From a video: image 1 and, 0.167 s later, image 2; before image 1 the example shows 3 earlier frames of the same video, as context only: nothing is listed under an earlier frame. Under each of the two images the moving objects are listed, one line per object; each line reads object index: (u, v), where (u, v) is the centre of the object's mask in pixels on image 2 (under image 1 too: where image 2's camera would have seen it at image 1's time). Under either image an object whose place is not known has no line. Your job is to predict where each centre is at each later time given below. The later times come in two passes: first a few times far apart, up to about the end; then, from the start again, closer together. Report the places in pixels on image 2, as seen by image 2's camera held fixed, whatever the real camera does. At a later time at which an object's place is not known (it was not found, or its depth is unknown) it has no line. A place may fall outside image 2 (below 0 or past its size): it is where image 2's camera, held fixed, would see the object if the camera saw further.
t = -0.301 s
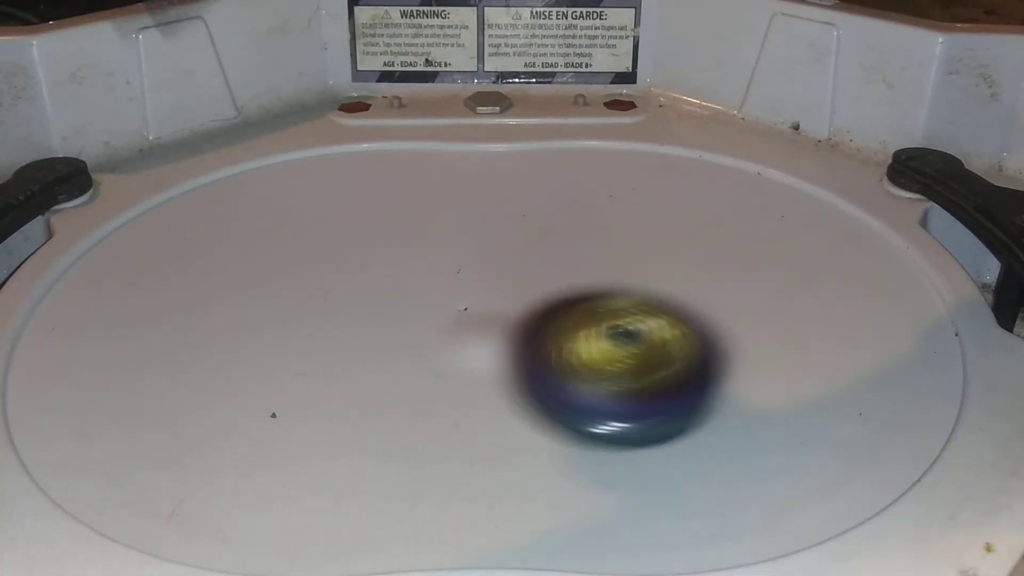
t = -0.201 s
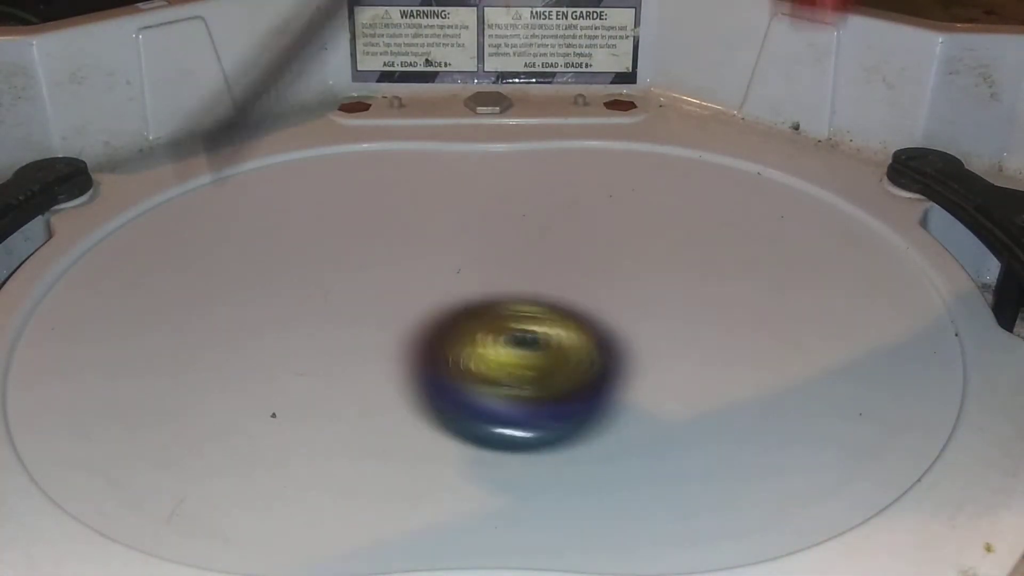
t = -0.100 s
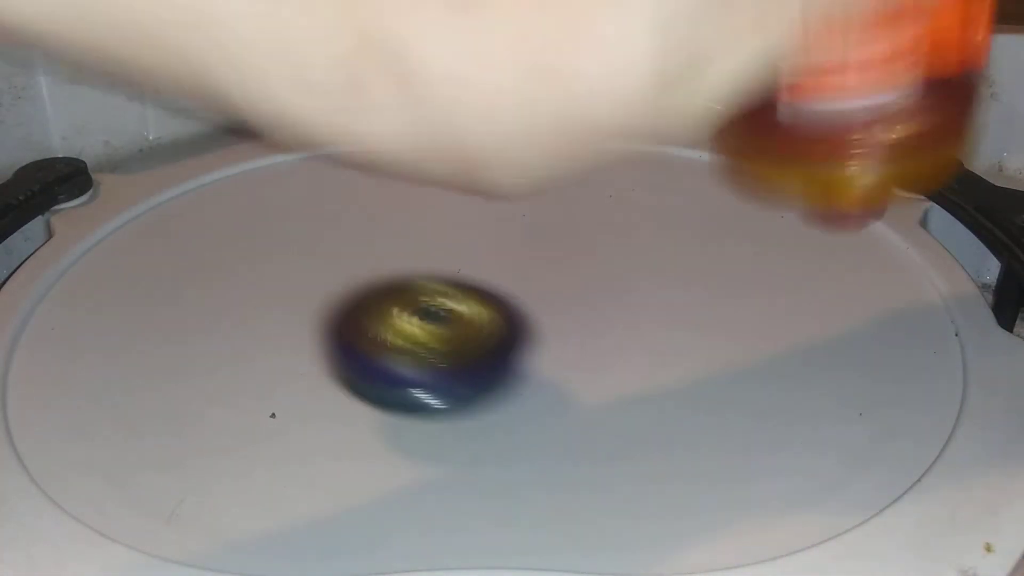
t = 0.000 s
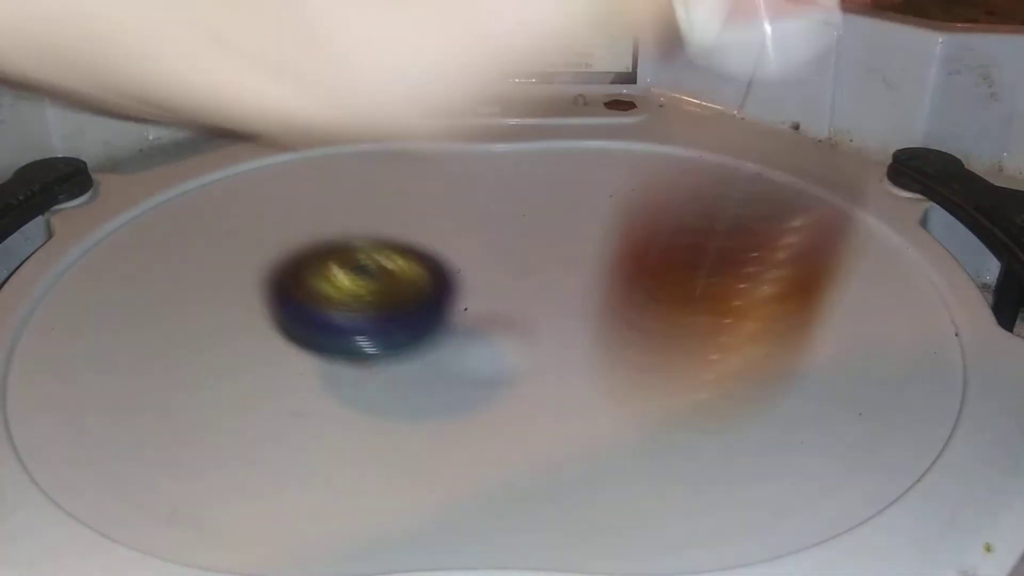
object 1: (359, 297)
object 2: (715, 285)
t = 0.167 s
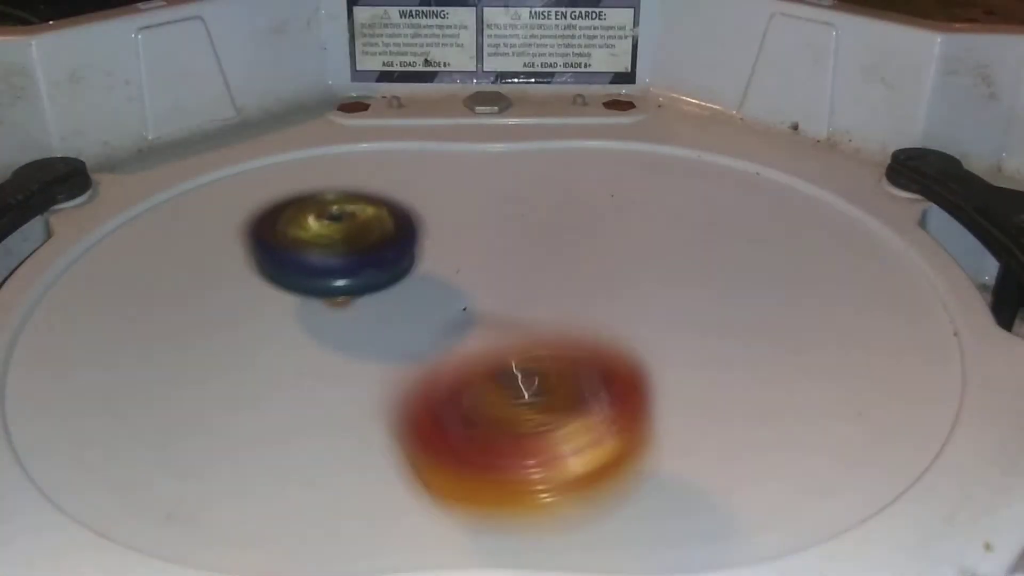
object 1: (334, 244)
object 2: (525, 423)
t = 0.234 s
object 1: (349, 237)
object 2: (485, 399)
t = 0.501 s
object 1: (467, 268)
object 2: (558, 396)
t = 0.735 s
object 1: (415, 331)
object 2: (707, 325)
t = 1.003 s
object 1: (235, 329)
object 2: (352, 201)
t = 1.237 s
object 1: (312, 317)
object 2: (50, 284)
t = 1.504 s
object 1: (529, 266)
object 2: (907, 360)
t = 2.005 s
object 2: (84, 155)
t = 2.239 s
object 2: (322, 478)
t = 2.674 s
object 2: (499, 93)
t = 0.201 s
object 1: (341, 240)
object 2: (504, 396)
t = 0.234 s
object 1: (349, 237)
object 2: (485, 399)
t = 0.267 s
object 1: (361, 238)
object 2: (469, 434)
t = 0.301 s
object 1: (375, 240)
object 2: (464, 413)
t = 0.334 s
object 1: (391, 243)
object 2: (466, 407)
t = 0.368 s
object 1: (408, 249)
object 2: (473, 413)
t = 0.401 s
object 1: (427, 256)
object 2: (488, 397)
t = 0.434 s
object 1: (446, 264)
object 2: (508, 399)
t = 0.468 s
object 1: (461, 266)
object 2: (531, 395)
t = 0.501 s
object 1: (467, 268)
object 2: (558, 396)
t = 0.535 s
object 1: (469, 275)
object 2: (588, 401)
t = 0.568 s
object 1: (468, 284)
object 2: (623, 403)
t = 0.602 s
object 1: (469, 300)
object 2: (654, 396)
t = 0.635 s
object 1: (471, 317)
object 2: (672, 383)
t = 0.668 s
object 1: (473, 329)
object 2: (679, 365)
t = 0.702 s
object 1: (445, 333)
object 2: (703, 346)
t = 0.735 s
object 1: (415, 331)
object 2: (707, 325)
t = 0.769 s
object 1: (388, 328)
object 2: (690, 303)
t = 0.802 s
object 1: (369, 323)
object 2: (655, 283)
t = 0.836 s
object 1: (355, 317)
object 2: (609, 266)
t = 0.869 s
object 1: (347, 312)
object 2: (550, 254)
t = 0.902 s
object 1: (326, 315)
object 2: (489, 240)
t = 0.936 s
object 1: (288, 322)
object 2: (449, 223)
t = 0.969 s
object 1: (259, 323)
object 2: (403, 209)
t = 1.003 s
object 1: (235, 329)
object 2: (352, 201)
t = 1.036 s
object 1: (221, 331)
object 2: (298, 194)
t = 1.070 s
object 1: (217, 334)
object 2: (240, 191)
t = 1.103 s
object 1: (222, 333)
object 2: (183, 195)
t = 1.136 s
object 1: (235, 331)
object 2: (125, 207)
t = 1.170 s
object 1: (256, 328)
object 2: (77, 225)
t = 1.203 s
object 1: (282, 323)
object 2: (55, 248)
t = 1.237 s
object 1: (312, 317)
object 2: (50, 284)
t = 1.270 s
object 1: (346, 311)
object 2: (60, 339)
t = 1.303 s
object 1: (382, 303)
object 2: (85, 400)
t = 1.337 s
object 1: (416, 295)
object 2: (142, 456)
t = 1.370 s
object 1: (449, 285)
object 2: (297, 475)
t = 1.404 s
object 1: (471, 274)
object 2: (459, 468)
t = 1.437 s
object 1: (488, 271)
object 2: (630, 458)
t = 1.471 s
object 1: (506, 268)
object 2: (789, 421)
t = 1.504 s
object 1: (529, 266)
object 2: (907, 360)
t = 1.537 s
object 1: (552, 260)
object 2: (950, 280)
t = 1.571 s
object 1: (570, 252)
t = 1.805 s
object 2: (543, 78)
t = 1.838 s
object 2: (471, 85)
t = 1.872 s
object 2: (404, 91)
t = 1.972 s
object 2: (172, 117)
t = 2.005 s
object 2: (84, 155)
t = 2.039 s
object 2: (32, 190)
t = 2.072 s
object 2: (14, 239)
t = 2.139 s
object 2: (18, 350)
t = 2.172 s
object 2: (77, 411)
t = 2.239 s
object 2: (322, 478)
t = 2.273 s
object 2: (532, 468)
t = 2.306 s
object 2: (708, 441)
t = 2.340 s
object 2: (845, 394)
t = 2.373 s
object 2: (936, 318)
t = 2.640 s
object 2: (559, 88)
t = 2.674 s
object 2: (499, 93)
